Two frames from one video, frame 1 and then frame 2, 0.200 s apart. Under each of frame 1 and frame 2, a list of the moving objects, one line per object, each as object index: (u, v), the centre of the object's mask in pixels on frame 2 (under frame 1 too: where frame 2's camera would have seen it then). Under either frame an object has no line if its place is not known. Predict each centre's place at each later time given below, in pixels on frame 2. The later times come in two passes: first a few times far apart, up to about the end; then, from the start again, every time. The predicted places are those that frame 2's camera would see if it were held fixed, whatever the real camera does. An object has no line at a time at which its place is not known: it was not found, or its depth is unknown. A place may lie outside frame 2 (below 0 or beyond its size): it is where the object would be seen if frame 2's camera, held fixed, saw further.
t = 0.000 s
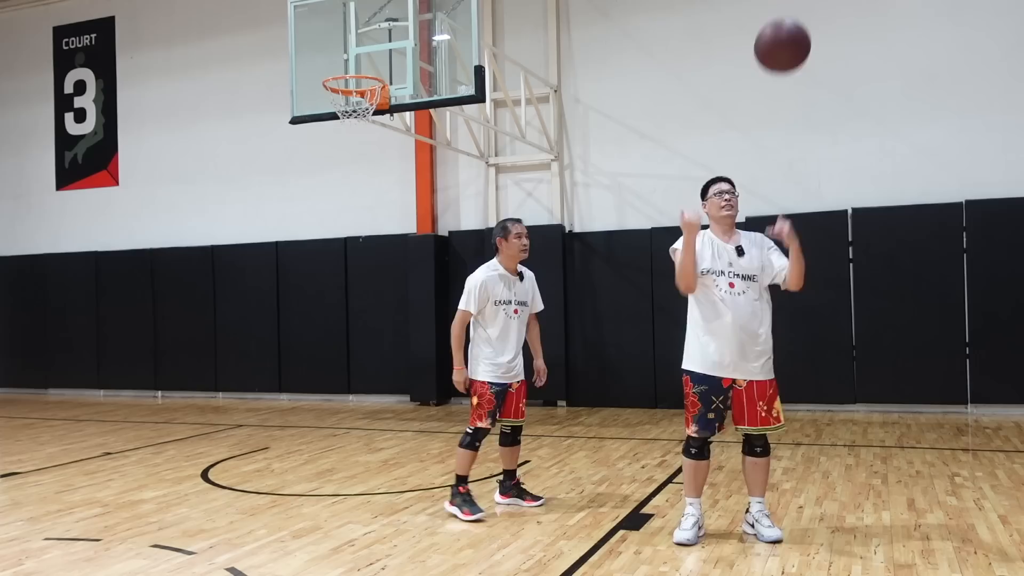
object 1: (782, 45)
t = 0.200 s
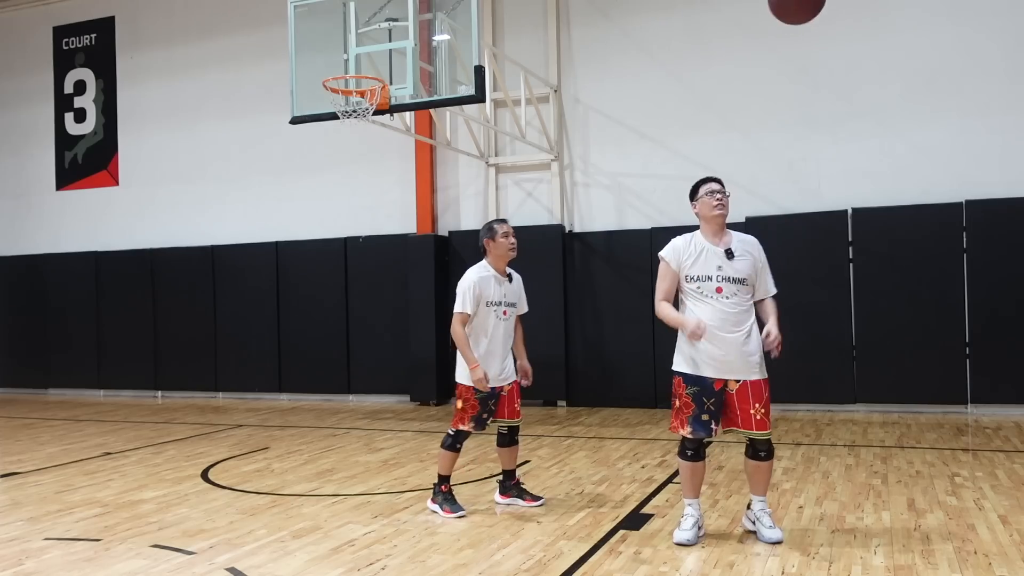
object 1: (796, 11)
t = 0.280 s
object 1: (803, 13)
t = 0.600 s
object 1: (840, 173)
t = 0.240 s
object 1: (799, 11)
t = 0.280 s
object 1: (803, 13)
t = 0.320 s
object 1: (807, 16)
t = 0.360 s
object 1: (811, 22)
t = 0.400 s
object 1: (816, 31)
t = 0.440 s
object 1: (820, 52)
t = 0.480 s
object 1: (825, 75)
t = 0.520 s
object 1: (830, 103)
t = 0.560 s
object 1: (835, 137)
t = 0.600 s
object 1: (840, 173)
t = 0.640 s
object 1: (847, 220)
